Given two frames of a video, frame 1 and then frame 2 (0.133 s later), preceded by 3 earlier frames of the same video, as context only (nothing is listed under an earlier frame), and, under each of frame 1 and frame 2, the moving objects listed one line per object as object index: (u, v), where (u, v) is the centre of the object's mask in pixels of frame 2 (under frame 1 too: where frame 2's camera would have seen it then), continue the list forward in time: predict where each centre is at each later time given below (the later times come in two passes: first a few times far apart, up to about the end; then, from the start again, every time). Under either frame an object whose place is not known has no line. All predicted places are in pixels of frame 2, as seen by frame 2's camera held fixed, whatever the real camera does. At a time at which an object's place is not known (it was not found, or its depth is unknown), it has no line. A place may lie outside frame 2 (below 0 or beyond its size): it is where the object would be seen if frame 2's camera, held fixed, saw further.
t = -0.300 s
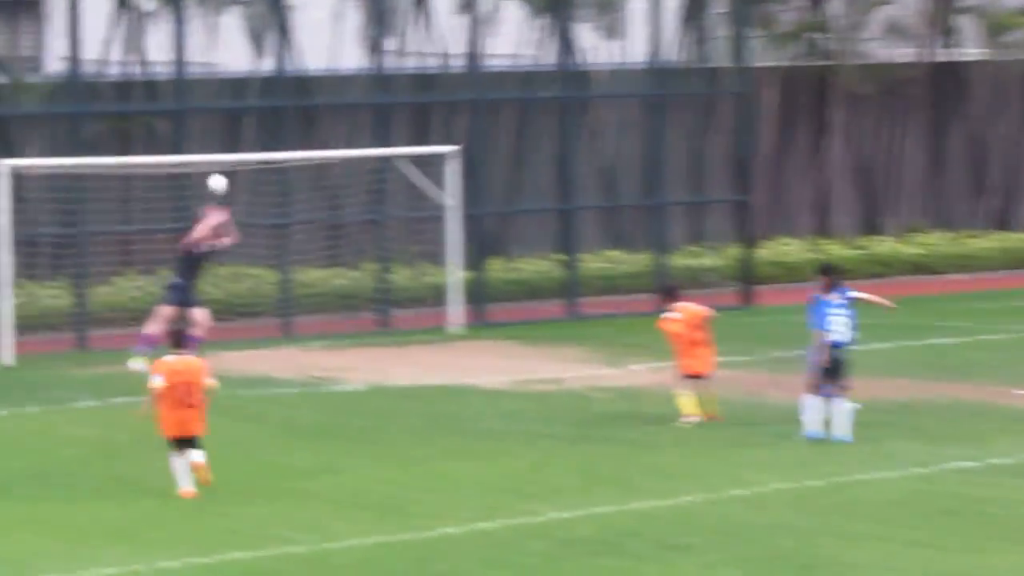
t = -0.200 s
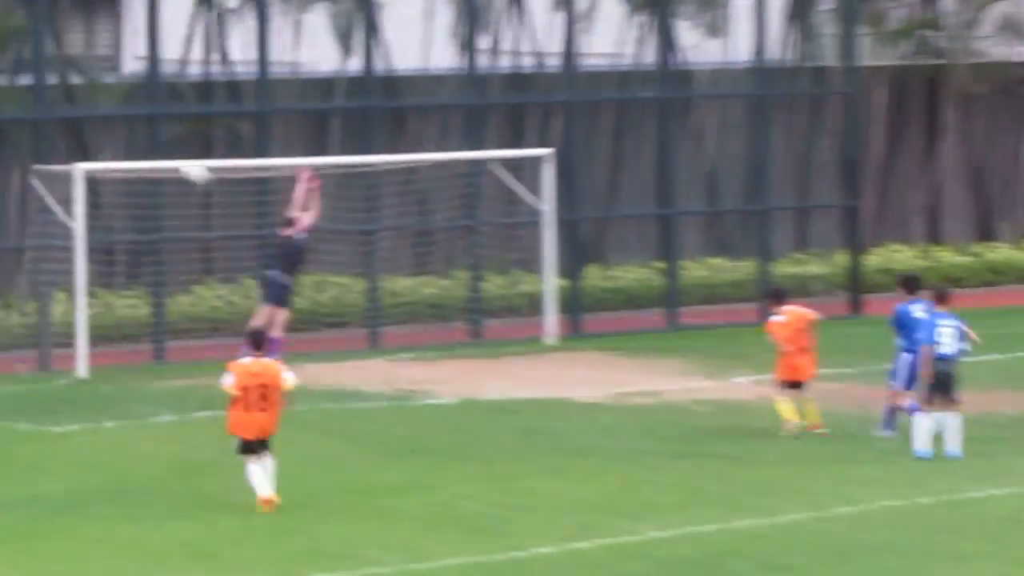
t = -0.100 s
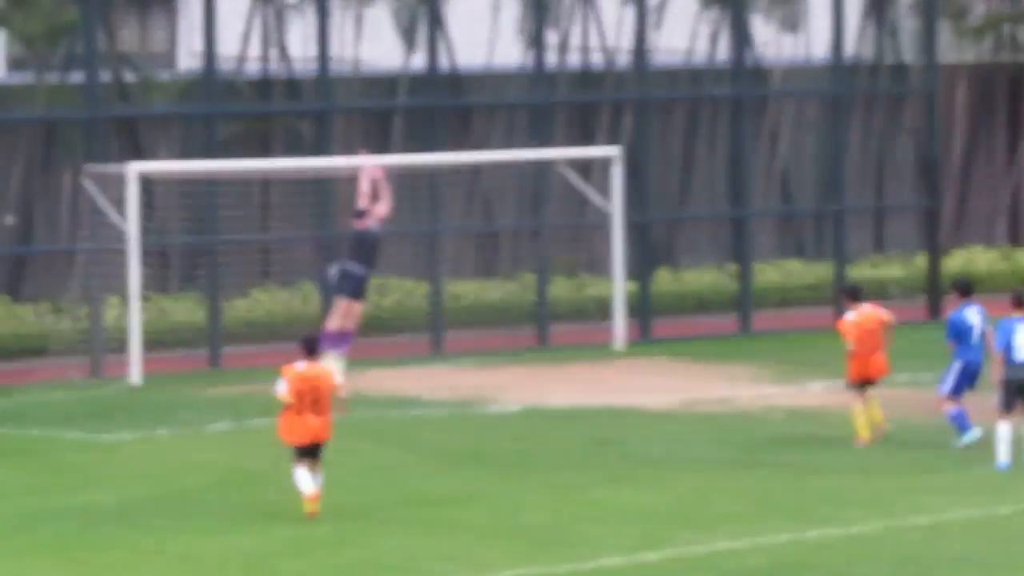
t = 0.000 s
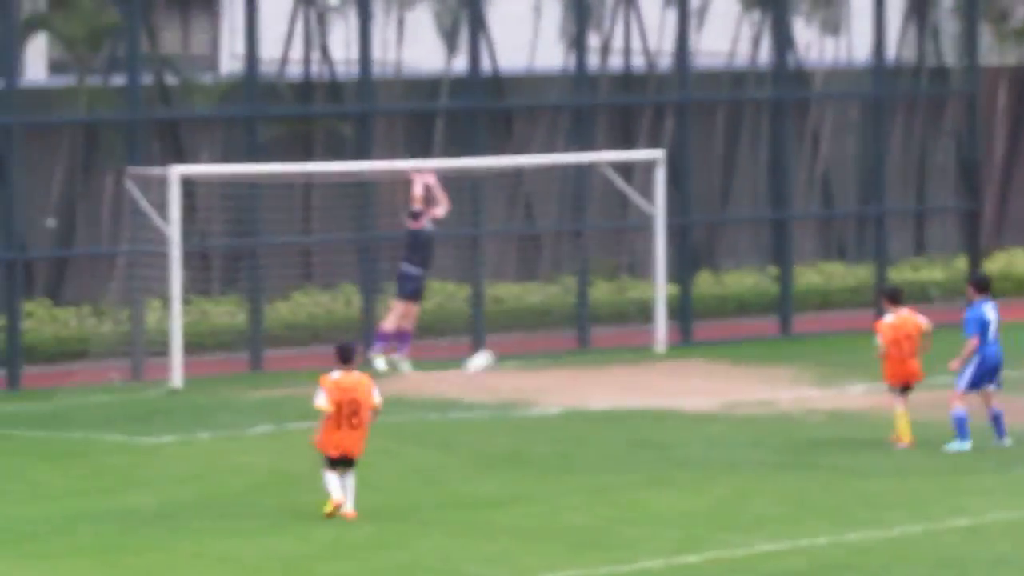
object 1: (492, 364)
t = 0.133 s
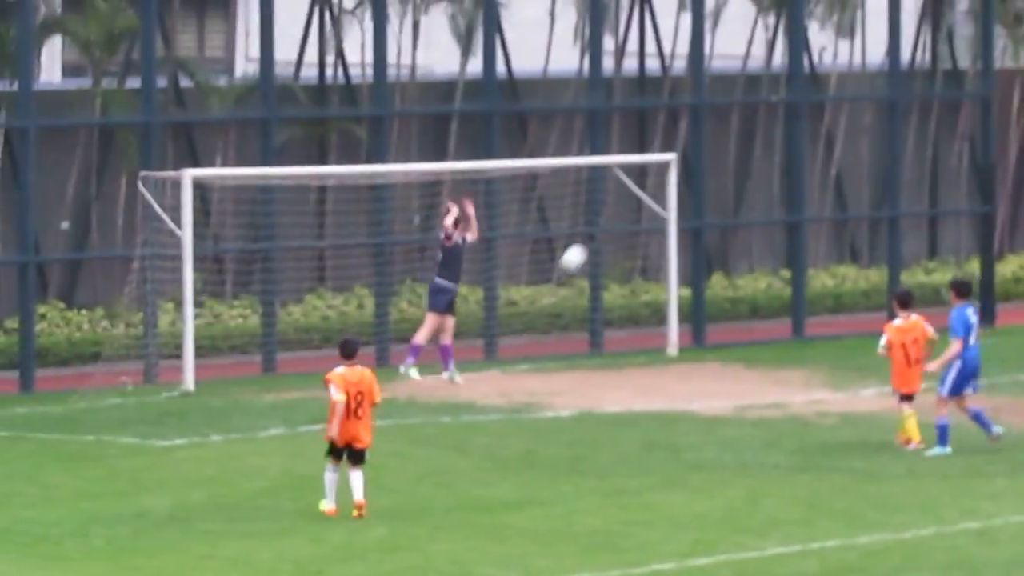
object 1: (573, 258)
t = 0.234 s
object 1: (636, 190)
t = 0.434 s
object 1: (762, 86)
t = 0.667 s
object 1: (910, 20)
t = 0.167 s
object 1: (594, 234)
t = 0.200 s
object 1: (615, 213)
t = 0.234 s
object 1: (636, 190)
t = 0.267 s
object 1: (657, 172)
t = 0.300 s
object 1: (679, 149)
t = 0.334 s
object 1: (698, 134)
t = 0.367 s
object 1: (721, 117)
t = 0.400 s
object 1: (741, 101)
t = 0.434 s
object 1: (762, 86)
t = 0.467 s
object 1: (783, 74)
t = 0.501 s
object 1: (804, 62)
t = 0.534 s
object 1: (824, 51)
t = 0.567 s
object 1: (847, 41)
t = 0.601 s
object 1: (868, 33)
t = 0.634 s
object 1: (890, 26)
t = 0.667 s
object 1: (910, 20)
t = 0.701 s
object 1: (932, 15)
